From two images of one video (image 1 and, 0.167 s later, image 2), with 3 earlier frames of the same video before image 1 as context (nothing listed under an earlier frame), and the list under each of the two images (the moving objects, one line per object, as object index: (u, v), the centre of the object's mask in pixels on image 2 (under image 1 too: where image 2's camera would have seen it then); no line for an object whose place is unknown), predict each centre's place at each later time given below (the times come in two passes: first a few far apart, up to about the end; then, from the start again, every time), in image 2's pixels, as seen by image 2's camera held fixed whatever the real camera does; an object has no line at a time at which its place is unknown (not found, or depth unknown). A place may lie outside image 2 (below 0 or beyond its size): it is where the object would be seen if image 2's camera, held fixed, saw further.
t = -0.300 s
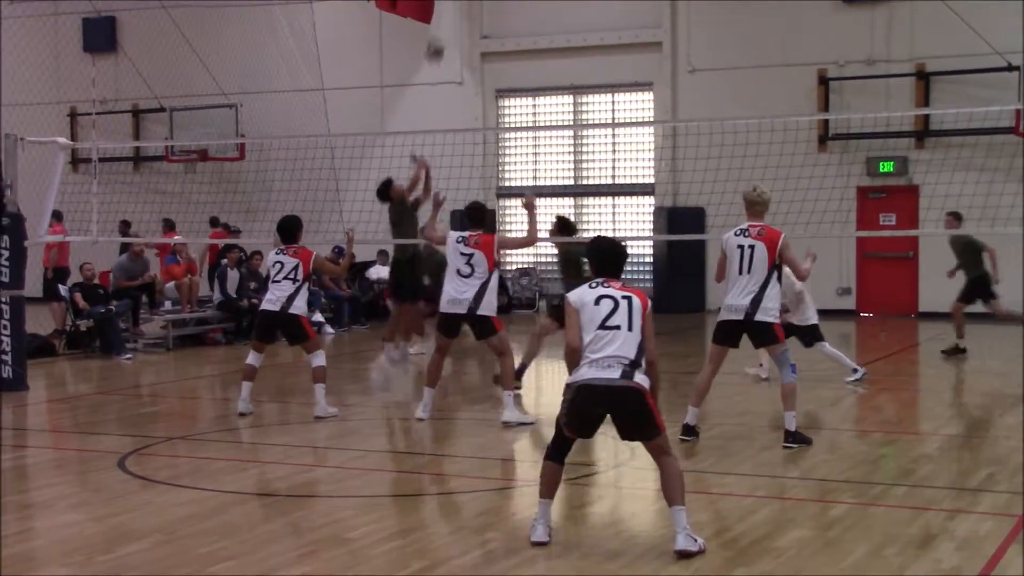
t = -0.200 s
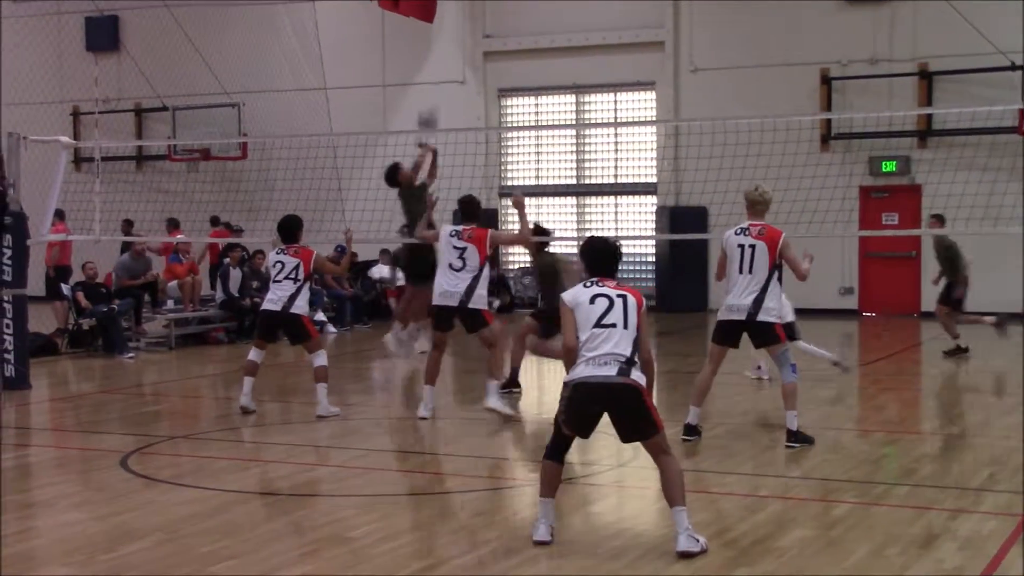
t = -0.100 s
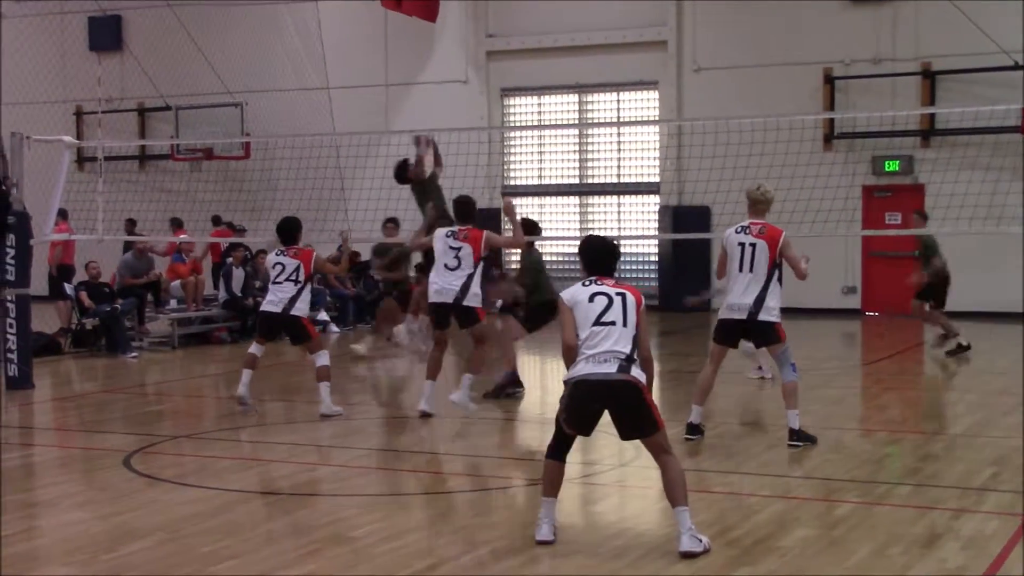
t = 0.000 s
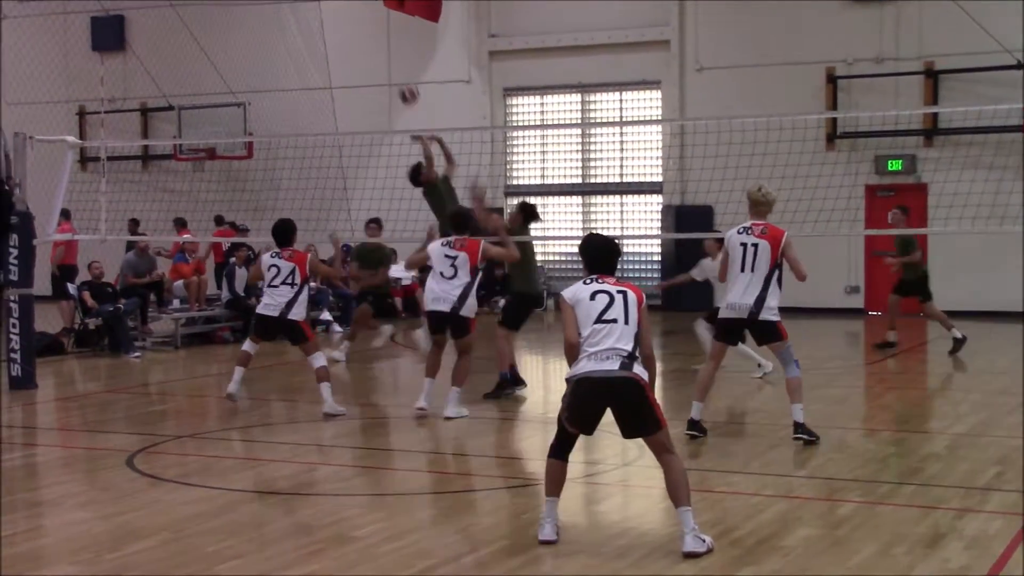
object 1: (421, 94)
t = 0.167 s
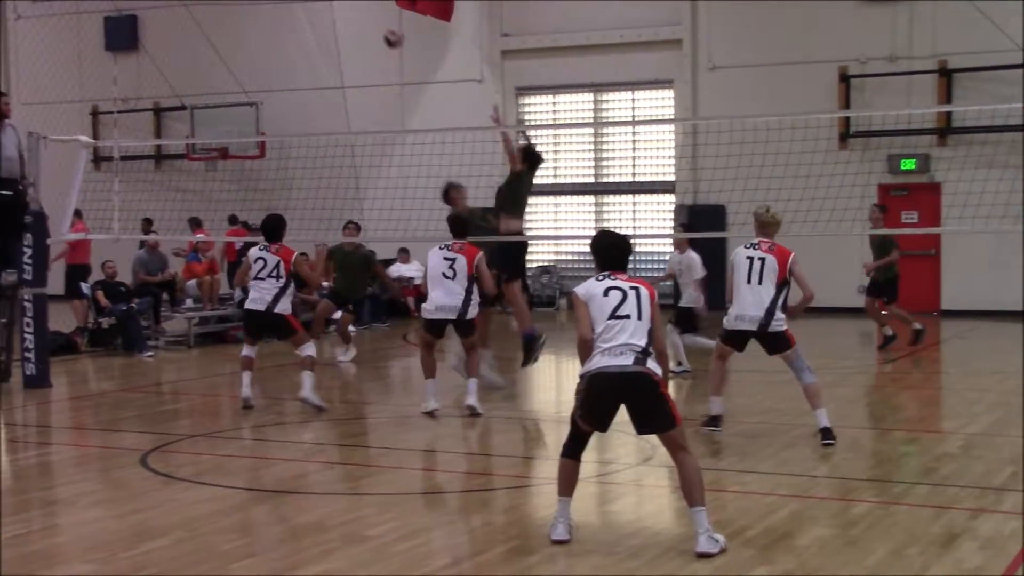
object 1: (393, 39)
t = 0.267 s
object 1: (378, 19)
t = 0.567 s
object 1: (337, 19)
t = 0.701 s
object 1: (319, 47)
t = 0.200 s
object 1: (388, 31)
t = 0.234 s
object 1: (383, 25)
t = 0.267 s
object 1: (378, 19)
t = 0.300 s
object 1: (373, 14)
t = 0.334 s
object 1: (369, 11)
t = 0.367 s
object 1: (364, 8)
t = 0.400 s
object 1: (360, 8)
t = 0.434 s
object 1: (355, 8)
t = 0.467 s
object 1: (351, 9)
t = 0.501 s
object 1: (347, 10)
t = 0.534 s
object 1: (343, 15)
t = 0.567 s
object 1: (337, 19)
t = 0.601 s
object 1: (333, 24)
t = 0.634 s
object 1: (328, 31)
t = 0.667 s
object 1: (324, 38)
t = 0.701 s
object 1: (319, 47)
